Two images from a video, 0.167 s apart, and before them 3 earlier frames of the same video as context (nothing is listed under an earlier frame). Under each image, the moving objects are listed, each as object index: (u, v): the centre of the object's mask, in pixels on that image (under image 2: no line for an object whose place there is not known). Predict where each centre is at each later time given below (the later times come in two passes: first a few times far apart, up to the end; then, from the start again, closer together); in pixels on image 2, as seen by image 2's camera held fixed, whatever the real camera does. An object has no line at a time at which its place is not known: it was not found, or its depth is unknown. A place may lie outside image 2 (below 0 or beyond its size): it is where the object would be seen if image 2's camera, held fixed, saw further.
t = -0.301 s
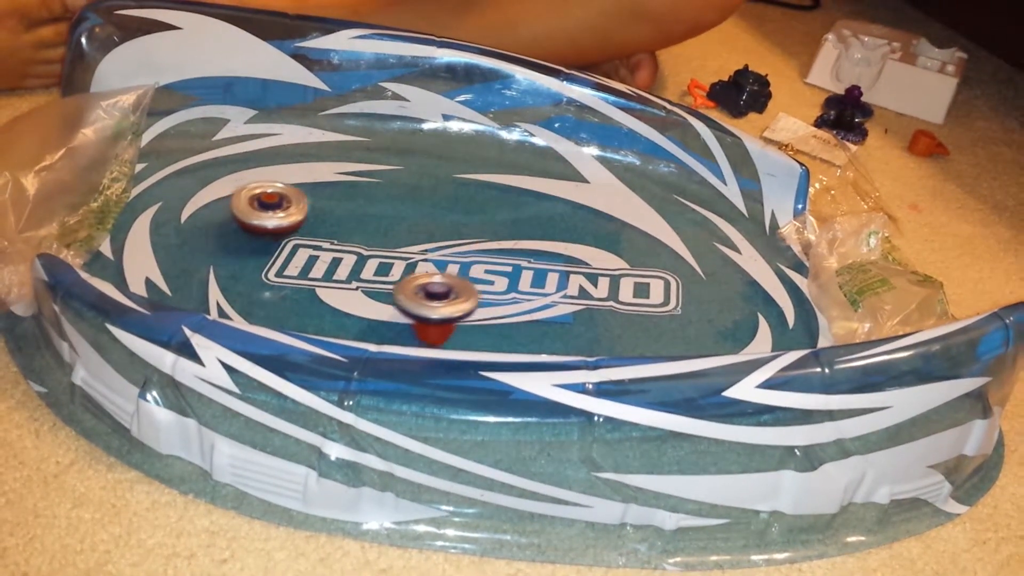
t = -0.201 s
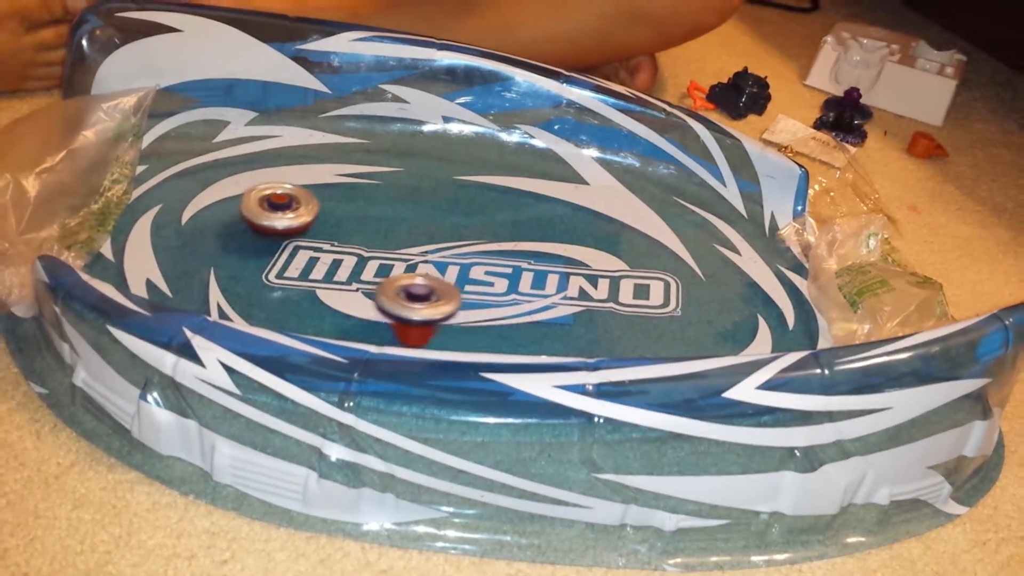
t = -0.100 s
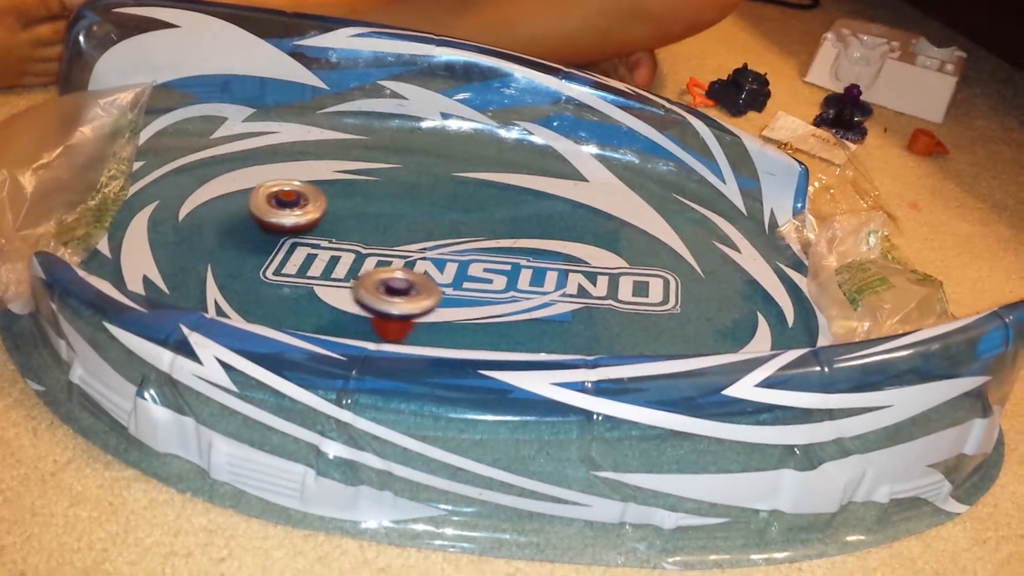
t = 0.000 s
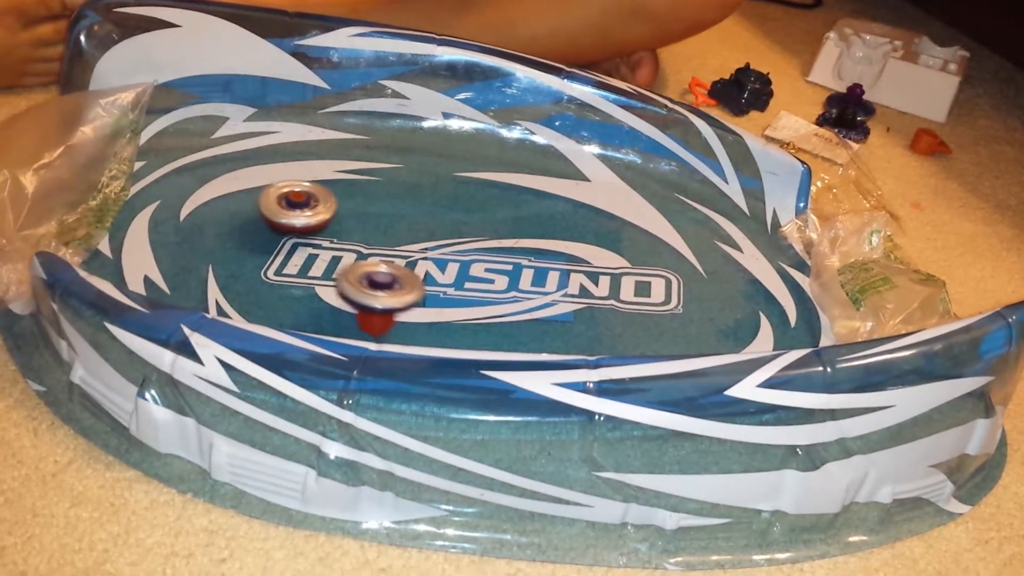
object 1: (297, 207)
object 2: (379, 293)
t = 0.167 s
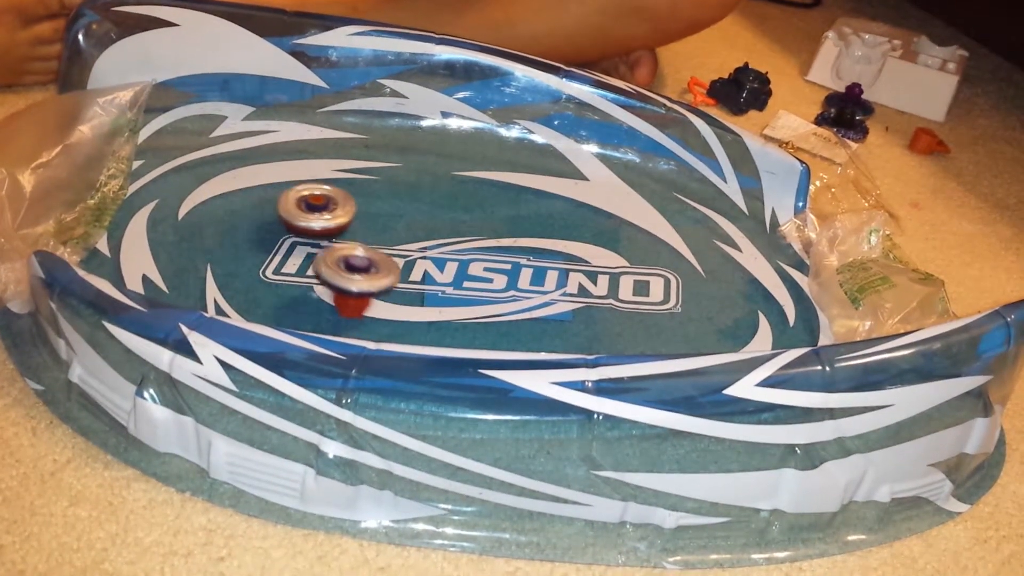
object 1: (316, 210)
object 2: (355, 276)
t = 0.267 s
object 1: (328, 212)
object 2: (347, 263)
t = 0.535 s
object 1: (359, 193)
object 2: (331, 261)
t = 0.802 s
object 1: (369, 199)
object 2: (341, 255)
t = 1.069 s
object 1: (366, 208)
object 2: (351, 254)
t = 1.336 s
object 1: (365, 216)
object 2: (366, 266)
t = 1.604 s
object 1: (350, 234)
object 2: (391, 273)
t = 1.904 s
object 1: (350, 244)
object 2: (425, 296)
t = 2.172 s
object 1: (345, 256)
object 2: (444, 307)
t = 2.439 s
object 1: (357, 258)
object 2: (464, 307)
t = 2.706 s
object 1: (358, 257)
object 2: (481, 295)
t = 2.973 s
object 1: (349, 250)
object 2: (495, 278)
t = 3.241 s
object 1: (343, 247)
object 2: (507, 265)
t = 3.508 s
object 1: (335, 241)
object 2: (525, 257)
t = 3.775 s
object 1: (331, 239)
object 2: (548, 262)
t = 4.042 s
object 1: (329, 238)
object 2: (572, 274)
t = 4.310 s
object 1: (331, 239)
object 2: (595, 288)
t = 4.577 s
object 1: (331, 241)
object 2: (611, 297)
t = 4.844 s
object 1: (336, 241)
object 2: (619, 297)
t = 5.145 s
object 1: (342, 242)
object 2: (613, 284)
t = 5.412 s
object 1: (345, 243)
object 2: (599, 268)
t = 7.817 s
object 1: (356, 243)
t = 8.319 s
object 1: (358, 243)
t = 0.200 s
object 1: (320, 211)
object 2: (352, 271)
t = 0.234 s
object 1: (324, 212)
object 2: (349, 267)
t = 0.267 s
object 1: (328, 212)
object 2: (347, 263)
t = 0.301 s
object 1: (333, 212)
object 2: (345, 259)
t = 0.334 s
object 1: (337, 211)
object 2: (344, 256)
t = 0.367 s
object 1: (341, 205)
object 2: (343, 250)
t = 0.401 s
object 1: (345, 206)
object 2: (342, 257)
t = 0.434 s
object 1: (349, 202)
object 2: (339, 260)
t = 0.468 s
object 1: (353, 198)
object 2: (333, 262)
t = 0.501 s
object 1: (356, 195)
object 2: (331, 262)
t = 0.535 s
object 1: (359, 193)
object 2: (331, 261)
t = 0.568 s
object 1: (362, 191)
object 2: (332, 261)
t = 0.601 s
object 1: (364, 191)
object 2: (333, 260)
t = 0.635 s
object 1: (366, 191)
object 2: (333, 259)
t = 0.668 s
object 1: (367, 192)
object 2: (335, 258)
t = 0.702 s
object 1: (368, 193)
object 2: (336, 257)
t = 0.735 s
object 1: (369, 194)
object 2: (337, 256)
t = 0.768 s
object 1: (369, 196)
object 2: (339, 255)
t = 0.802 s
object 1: (369, 199)
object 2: (341, 255)
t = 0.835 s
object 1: (368, 201)
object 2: (343, 254)
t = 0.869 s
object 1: (368, 202)
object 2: (346, 252)
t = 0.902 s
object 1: (367, 203)
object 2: (348, 251)
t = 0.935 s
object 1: (367, 205)
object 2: (349, 250)
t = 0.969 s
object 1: (366, 206)
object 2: (350, 249)
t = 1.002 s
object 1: (365, 206)
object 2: (352, 247)
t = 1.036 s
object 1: (365, 207)
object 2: (351, 250)
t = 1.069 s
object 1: (366, 208)
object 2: (351, 254)
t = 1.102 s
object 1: (367, 208)
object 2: (351, 257)
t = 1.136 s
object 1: (368, 208)
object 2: (353, 258)
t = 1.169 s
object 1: (368, 209)
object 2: (356, 260)
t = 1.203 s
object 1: (368, 210)
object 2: (358, 261)
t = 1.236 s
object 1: (368, 211)
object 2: (360, 262)
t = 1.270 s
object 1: (367, 212)
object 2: (362, 263)
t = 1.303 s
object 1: (367, 214)
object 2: (364, 264)
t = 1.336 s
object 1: (365, 216)
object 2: (366, 266)
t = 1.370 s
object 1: (364, 218)
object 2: (368, 267)
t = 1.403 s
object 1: (363, 220)
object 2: (371, 268)
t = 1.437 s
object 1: (361, 222)
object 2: (375, 269)
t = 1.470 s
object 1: (358, 224)
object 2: (378, 270)
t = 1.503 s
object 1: (357, 226)
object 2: (381, 271)
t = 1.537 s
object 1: (354, 229)
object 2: (384, 271)
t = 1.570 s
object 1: (352, 232)
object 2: (387, 272)
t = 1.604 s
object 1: (350, 234)
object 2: (391, 273)
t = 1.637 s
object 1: (350, 235)
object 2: (396, 278)
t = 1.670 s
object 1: (349, 235)
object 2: (401, 281)
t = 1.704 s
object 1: (349, 234)
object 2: (406, 284)
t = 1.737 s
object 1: (350, 234)
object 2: (411, 287)
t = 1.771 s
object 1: (351, 235)
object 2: (415, 288)
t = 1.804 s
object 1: (352, 237)
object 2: (418, 291)
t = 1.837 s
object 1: (352, 240)
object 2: (420, 293)
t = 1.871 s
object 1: (351, 242)
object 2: (422, 294)
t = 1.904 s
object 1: (350, 244)
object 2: (425, 296)
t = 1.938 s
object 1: (349, 246)
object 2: (428, 299)
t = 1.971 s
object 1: (348, 248)
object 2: (430, 300)
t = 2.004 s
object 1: (347, 250)
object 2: (433, 302)
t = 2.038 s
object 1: (346, 252)
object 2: (435, 303)
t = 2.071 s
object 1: (345, 254)
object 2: (437, 304)
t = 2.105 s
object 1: (345, 255)
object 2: (440, 305)
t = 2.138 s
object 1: (345, 256)
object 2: (442, 307)
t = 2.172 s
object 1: (345, 256)
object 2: (444, 307)
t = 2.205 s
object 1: (346, 257)
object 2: (447, 308)
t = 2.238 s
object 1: (347, 257)
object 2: (449, 308)
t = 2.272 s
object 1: (348, 258)
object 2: (452, 309)
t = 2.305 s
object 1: (350, 258)
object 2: (454, 309)
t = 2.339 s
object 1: (352, 258)
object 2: (457, 309)
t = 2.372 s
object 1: (353, 258)
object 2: (460, 308)
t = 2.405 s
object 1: (356, 258)
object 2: (462, 308)
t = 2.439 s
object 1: (357, 258)
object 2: (464, 307)
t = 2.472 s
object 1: (358, 258)
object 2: (466, 306)
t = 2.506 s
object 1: (359, 258)
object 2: (468, 305)
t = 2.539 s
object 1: (360, 258)
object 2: (470, 304)
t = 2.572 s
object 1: (360, 259)
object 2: (473, 302)
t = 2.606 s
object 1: (361, 259)
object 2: (475, 300)
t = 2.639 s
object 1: (360, 258)
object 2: (477, 299)
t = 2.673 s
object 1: (359, 258)
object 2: (479, 297)
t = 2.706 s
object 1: (358, 257)
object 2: (481, 295)
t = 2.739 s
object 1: (357, 257)
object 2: (483, 293)
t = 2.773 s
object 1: (355, 255)
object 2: (485, 291)
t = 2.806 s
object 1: (354, 254)
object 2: (487, 289)
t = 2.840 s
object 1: (353, 254)
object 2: (489, 287)
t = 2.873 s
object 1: (352, 253)
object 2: (490, 285)
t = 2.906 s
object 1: (351, 252)
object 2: (492, 283)
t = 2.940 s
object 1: (350, 251)
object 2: (493, 280)
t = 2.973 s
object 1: (349, 250)
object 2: (495, 278)
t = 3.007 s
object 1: (348, 249)
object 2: (496, 276)
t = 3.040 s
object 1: (347, 248)
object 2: (497, 275)
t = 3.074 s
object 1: (347, 248)
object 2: (498, 273)
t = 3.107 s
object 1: (346, 248)
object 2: (500, 271)
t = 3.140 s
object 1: (345, 248)
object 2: (502, 269)
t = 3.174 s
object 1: (345, 247)
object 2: (503, 267)
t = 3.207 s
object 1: (344, 247)
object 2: (505, 266)
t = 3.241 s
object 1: (343, 247)
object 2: (507, 265)
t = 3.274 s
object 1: (342, 246)
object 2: (509, 263)
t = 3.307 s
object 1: (341, 246)
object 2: (511, 262)
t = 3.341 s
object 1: (340, 245)
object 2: (513, 261)
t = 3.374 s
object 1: (339, 244)
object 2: (516, 260)
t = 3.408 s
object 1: (338, 244)
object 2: (518, 259)
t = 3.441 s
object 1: (337, 243)
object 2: (520, 258)
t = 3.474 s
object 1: (336, 242)
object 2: (522, 258)
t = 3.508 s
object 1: (335, 241)
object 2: (525, 257)
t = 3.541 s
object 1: (335, 241)
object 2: (527, 257)
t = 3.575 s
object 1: (334, 240)
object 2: (530, 258)
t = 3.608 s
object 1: (334, 240)
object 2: (533, 258)
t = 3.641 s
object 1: (333, 240)
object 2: (535, 258)
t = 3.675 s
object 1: (333, 240)
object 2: (539, 259)
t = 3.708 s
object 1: (332, 240)
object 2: (542, 259)
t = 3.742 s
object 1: (332, 239)
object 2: (545, 261)
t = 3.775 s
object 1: (331, 239)
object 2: (548, 262)
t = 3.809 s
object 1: (331, 239)
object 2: (551, 263)
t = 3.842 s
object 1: (331, 239)
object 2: (554, 264)
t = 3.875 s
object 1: (330, 239)
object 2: (557, 265)
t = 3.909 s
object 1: (330, 239)
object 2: (560, 267)
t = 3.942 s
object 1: (330, 239)
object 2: (563, 269)
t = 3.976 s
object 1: (329, 238)
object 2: (567, 270)
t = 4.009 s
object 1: (329, 238)
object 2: (569, 272)
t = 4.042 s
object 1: (329, 238)
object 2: (572, 274)
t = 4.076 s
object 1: (328, 238)
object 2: (575, 276)
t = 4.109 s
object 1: (329, 238)
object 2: (579, 277)
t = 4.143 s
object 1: (329, 238)
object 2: (581, 279)
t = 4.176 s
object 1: (329, 238)
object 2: (584, 281)
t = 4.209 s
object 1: (330, 238)
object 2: (587, 283)
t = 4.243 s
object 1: (331, 238)
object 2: (589, 285)
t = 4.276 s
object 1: (331, 239)
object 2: (592, 286)
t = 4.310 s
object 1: (331, 239)
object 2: (595, 288)
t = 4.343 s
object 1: (332, 240)
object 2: (597, 289)
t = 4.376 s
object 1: (332, 240)
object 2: (599, 291)
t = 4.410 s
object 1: (331, 241)
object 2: (601, 292)
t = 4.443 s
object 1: (331, 241)
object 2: (604, 293)
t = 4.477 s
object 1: (331, 241)
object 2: (605, 294)
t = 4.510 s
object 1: (331, 241)
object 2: (607, 295)
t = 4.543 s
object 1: (331, 241)
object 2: (609, 296)
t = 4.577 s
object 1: (331, 241)
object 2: (611, 297)
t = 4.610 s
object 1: (331, 241)
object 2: (612, 297)
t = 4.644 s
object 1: (331, 240)
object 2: (614, 297)
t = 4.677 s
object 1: (332, 240)
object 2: (615, 298)
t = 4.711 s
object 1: (333, 240)
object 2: (617, 298)
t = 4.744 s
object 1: (334, 240)
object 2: (618, 298)
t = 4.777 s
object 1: (335, 240)
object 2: (618, 298)
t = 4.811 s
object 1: (336, 241)
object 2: (619, 297)
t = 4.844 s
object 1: (336, 241)
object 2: (619, 297)
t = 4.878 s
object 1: (337, 241)
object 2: (620, 296)
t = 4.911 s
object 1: (337, 241)
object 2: (620, 295)
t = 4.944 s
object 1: (338, 241)
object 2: (620, 294)
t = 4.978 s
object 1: (339, 241)
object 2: (619, 292)
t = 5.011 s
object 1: (339, 242)
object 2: (618, 291)
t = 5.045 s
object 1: (341, 242)
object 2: (617, 290)
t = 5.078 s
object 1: (341, 242)
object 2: (616, 288)
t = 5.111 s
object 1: (342, 242)
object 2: (615, 286)
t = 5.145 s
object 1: (342, 242)
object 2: (613, 284)
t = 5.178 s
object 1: (343, 242)
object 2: (611, 282)
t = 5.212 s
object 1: (343, 242)
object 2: (610, 280)
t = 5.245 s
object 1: (344, 242)
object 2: (608, 278)
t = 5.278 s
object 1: (344, 242)
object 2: (606, 276)
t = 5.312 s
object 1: (344, 243)
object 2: (604, 274)
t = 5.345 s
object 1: (344, 243)
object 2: (603, 272)
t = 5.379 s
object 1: (345, 243)
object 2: (601, 270)
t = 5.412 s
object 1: (345, 243)
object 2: (599, 268)
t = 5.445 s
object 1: (345, 243)
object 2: (598, 266)
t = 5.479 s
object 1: (346, 243)
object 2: (597, 264)
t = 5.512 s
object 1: (347, 243)
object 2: (595, 262)
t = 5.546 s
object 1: (348, 243)
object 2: (594, 260)
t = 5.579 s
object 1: (349, 243)
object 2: (594, 258)
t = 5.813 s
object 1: (353, 242)
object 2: (593, 246)
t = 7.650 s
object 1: (358, 242)
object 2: (605, 253)
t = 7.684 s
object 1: (358, 241)
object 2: (603, 253)
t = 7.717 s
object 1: (358, 241)
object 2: (601, 253)
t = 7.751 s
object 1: (357, 243)
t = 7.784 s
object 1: (356, 243)
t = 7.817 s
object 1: (356, 243)
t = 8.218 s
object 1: (358, 243)
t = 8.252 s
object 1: (358, 242)
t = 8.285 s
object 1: (358, 243)
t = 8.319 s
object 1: (358, 243)
